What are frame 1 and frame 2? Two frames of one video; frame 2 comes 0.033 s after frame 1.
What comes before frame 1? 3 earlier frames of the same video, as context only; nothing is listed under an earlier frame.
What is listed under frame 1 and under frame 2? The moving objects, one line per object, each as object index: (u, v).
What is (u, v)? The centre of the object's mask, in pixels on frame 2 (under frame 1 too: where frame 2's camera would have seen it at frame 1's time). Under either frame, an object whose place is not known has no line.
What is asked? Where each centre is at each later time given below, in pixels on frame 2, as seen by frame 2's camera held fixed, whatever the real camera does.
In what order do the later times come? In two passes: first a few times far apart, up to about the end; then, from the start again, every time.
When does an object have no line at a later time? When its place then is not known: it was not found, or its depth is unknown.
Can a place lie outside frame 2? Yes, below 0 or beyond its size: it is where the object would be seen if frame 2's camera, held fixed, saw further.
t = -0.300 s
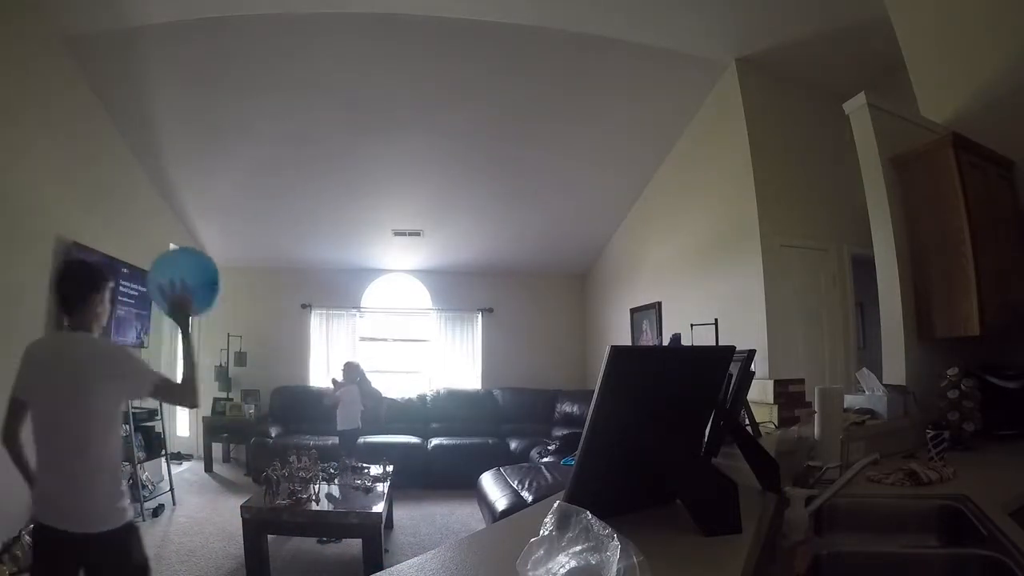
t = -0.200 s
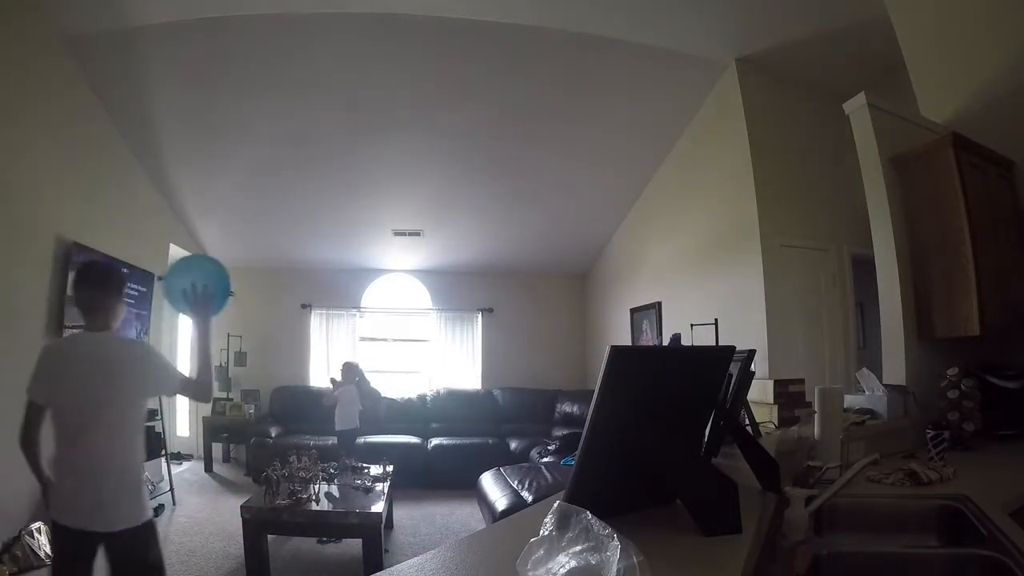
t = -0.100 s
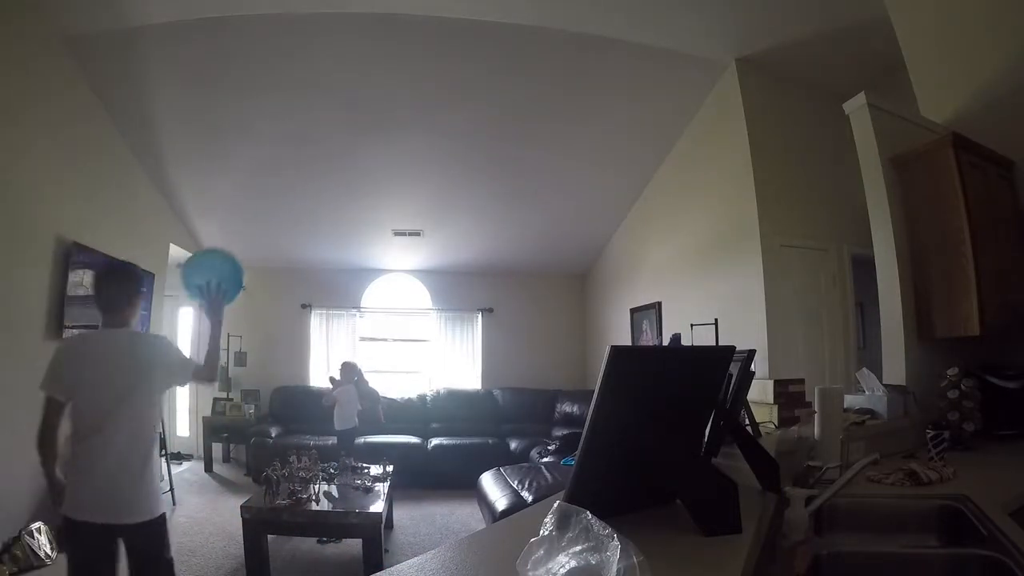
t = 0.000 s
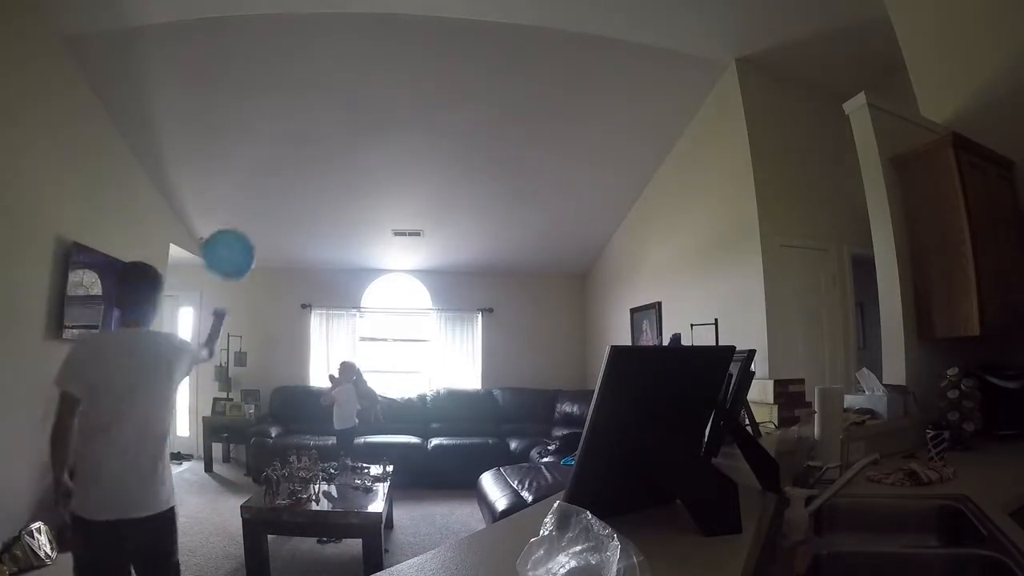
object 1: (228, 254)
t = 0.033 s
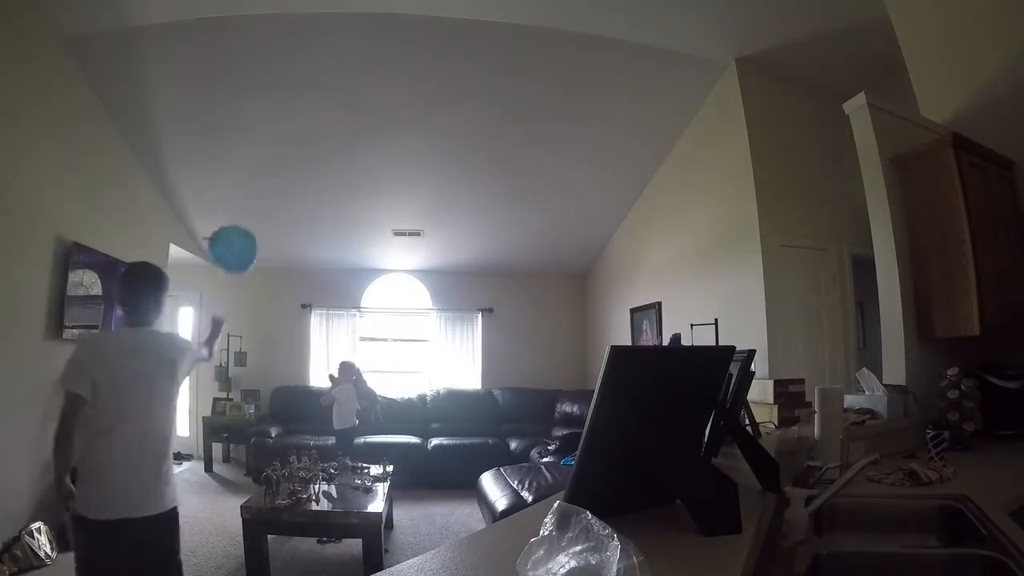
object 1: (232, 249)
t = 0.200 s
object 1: (249, 249)
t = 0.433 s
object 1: (260, 287)
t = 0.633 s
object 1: (267, 330)
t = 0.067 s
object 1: (237, 245)
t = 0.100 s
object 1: (240, 244)
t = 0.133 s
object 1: (243, 244)
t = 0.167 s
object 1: (246, 246)
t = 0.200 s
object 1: (249, 249)
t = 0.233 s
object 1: (251, 252)
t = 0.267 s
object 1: (253, 256)
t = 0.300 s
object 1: (255, 262)
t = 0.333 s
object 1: (256, 268)
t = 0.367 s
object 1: (257, 274)
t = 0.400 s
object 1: (259, 280)
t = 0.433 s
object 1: (260, 287)
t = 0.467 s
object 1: (261, 290)
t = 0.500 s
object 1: (261, 300)
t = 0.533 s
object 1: (263, 306)
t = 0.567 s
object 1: (264, 313)
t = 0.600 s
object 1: (266, 322)
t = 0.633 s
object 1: (267, 330)
